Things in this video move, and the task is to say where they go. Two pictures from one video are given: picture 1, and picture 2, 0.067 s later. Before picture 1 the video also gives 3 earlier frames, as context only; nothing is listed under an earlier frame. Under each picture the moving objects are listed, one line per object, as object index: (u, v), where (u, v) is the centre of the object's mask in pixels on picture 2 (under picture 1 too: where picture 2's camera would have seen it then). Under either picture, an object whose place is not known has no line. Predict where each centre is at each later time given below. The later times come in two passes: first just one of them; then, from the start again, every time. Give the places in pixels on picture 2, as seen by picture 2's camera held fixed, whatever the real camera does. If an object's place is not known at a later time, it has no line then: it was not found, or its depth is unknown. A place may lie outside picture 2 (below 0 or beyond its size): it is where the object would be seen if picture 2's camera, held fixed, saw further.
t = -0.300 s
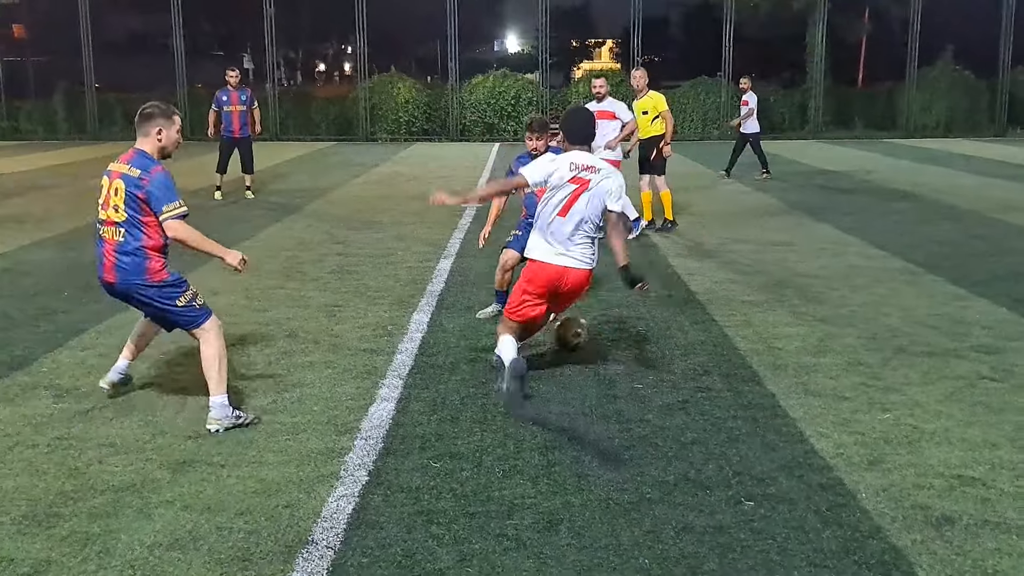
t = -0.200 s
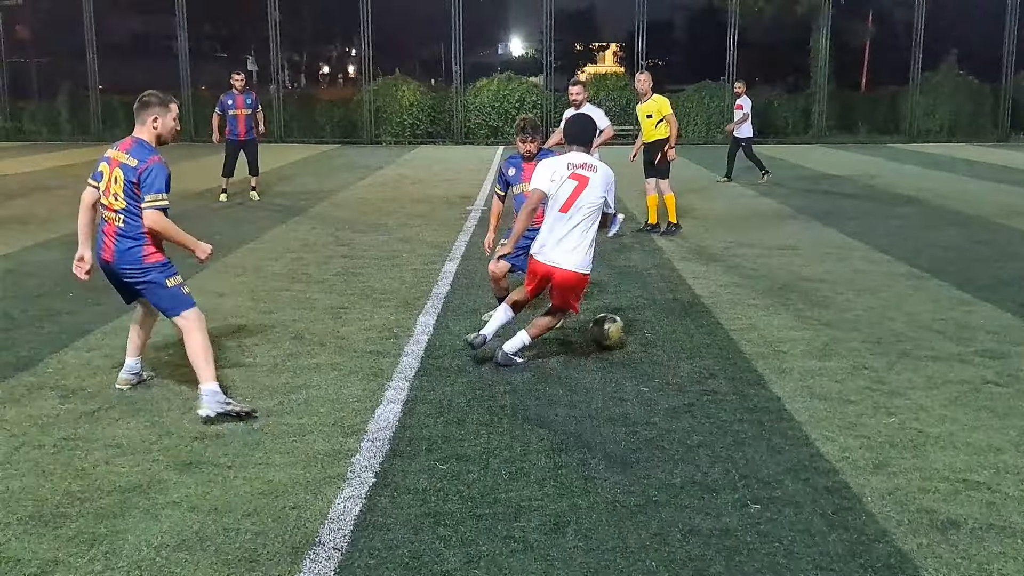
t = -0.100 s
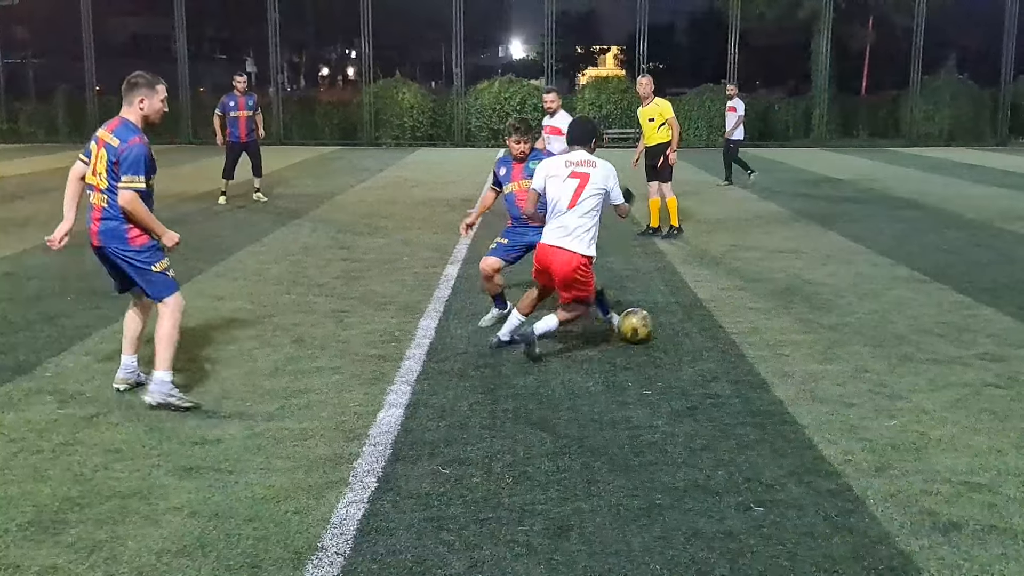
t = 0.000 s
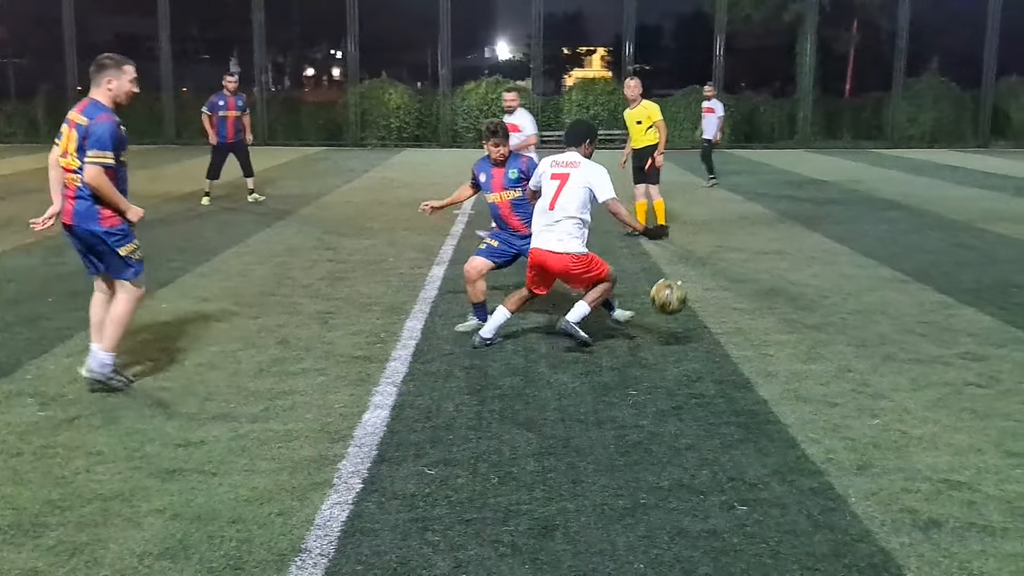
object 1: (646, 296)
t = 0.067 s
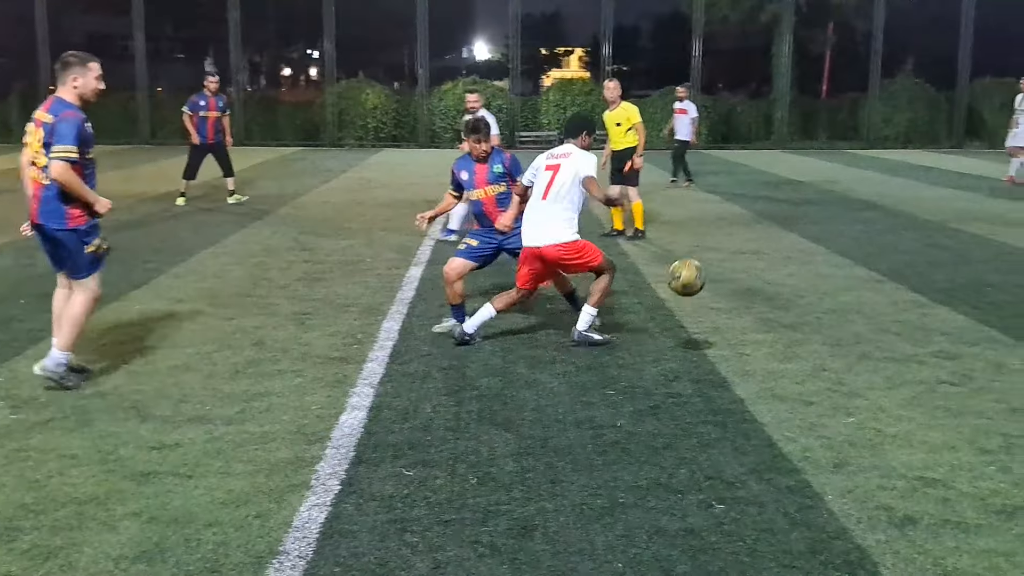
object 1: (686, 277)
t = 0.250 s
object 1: (815, 258)
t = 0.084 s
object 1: (697, 274)
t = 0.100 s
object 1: (707, 271)
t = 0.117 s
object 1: (718, 268)
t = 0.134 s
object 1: (729, 265)
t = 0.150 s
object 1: (741, 263)
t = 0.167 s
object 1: (753, 261)
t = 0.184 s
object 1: (764, 260)
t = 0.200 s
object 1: (776, 259)
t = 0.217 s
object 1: (788, 258)
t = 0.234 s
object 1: (801, 258)
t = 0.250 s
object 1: (815, 258)
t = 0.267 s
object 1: (827, 259)
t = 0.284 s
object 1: (841, 260)
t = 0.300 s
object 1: (854, 262)
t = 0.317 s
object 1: (867, 265)
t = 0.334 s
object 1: (881, 268)
